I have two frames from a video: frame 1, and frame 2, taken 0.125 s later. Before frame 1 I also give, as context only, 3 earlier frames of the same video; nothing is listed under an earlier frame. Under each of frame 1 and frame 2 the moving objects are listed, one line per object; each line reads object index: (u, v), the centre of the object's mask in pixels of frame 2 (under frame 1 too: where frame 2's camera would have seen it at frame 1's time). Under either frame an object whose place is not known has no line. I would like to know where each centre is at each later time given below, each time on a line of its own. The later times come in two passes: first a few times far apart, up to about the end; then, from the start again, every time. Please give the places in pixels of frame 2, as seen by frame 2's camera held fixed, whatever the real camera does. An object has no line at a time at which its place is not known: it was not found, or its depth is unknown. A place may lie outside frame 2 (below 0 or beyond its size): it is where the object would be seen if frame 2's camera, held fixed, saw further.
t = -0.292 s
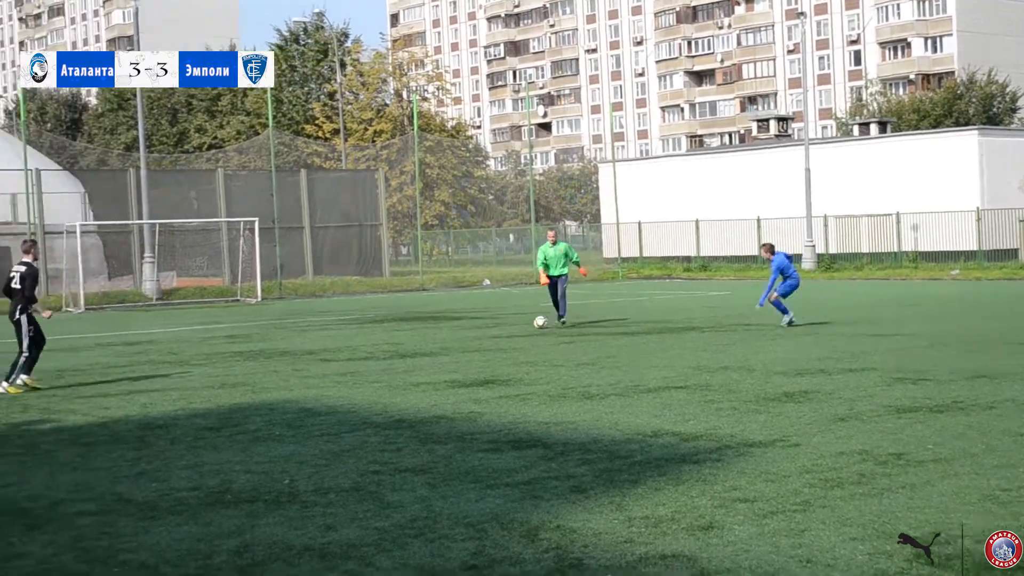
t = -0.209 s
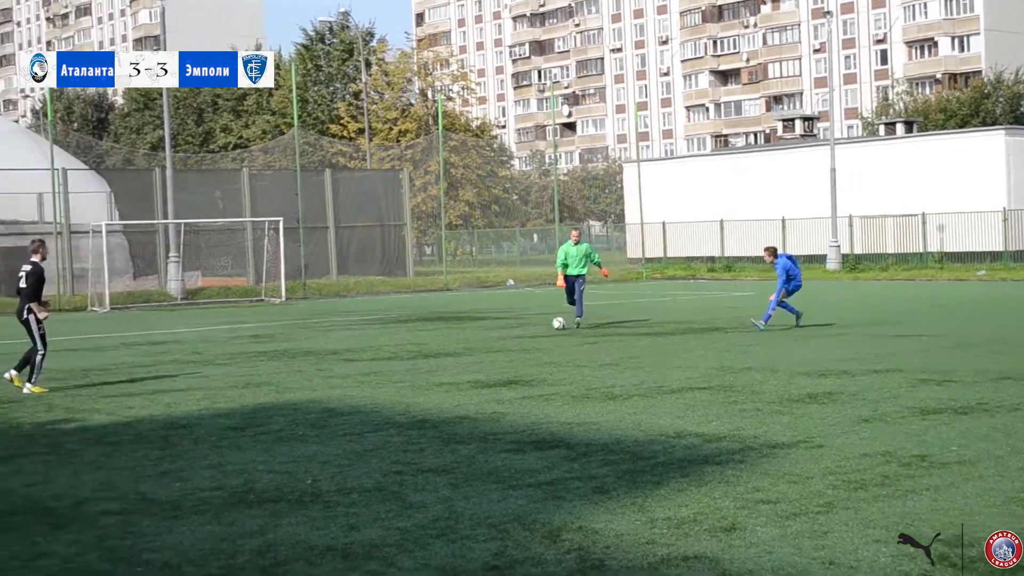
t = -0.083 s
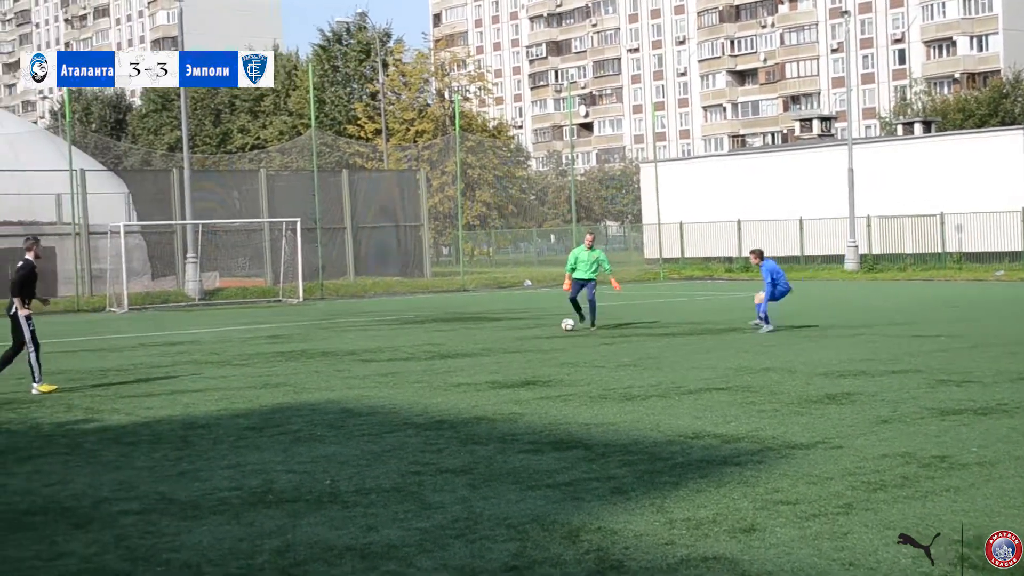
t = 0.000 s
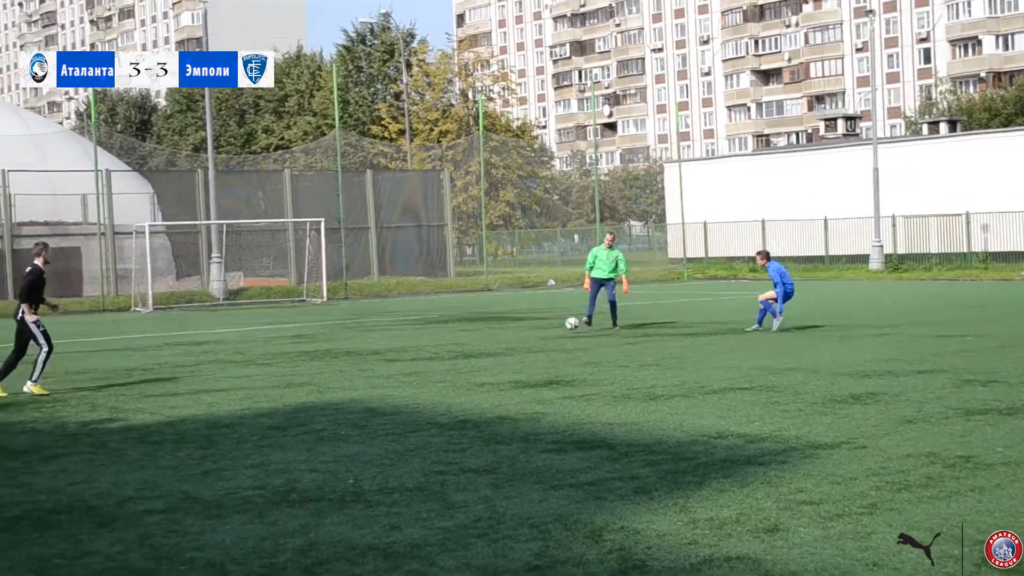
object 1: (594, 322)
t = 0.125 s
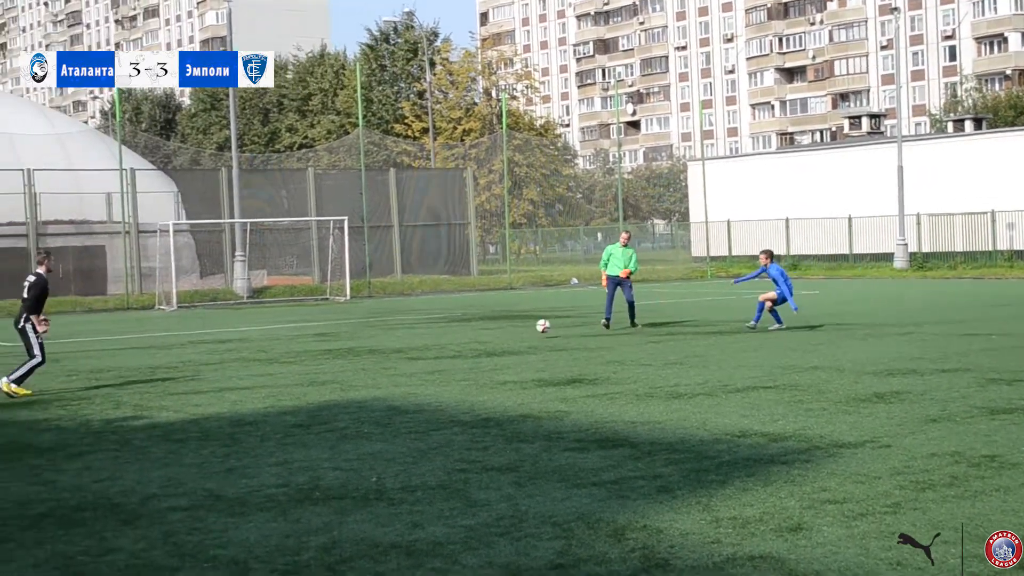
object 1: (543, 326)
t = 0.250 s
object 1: (486, 336)
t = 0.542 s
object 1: (357, 351)
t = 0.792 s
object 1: (246, 366)
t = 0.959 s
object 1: (170, 373)
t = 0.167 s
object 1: (524, 330)
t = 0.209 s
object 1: (505, 335)
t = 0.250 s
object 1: (486, 336)
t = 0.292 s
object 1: (469, 336)
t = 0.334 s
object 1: (451, 336)
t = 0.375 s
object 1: (433, 337)
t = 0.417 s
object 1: (415, 340)
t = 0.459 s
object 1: (395, 345)
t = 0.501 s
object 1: (374, 351)
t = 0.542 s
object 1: (357, 351)
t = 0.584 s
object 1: (339, 351)
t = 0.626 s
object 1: (321, 352)
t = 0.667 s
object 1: (303, 354)
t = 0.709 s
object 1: (284, 359)
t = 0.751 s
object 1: (265, 365)
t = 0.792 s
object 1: (246, 366)
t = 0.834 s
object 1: (227, 365)
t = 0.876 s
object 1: (209, 366)
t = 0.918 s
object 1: (189, 369)
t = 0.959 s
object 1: (170, 373)
